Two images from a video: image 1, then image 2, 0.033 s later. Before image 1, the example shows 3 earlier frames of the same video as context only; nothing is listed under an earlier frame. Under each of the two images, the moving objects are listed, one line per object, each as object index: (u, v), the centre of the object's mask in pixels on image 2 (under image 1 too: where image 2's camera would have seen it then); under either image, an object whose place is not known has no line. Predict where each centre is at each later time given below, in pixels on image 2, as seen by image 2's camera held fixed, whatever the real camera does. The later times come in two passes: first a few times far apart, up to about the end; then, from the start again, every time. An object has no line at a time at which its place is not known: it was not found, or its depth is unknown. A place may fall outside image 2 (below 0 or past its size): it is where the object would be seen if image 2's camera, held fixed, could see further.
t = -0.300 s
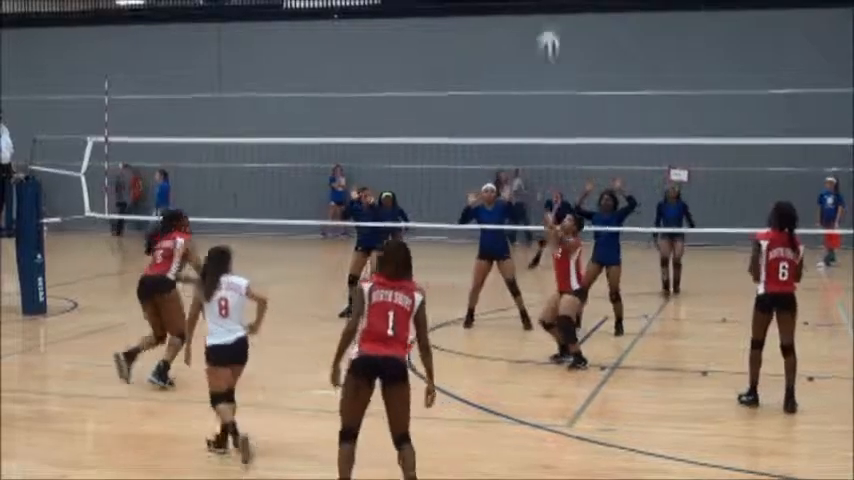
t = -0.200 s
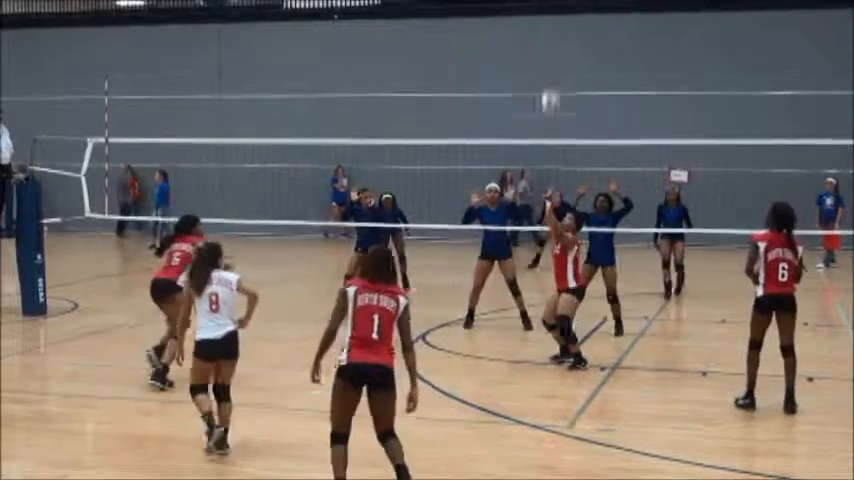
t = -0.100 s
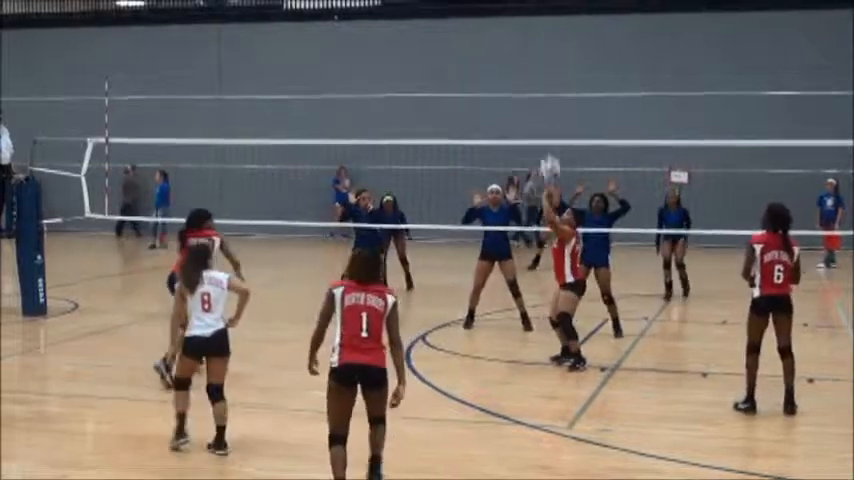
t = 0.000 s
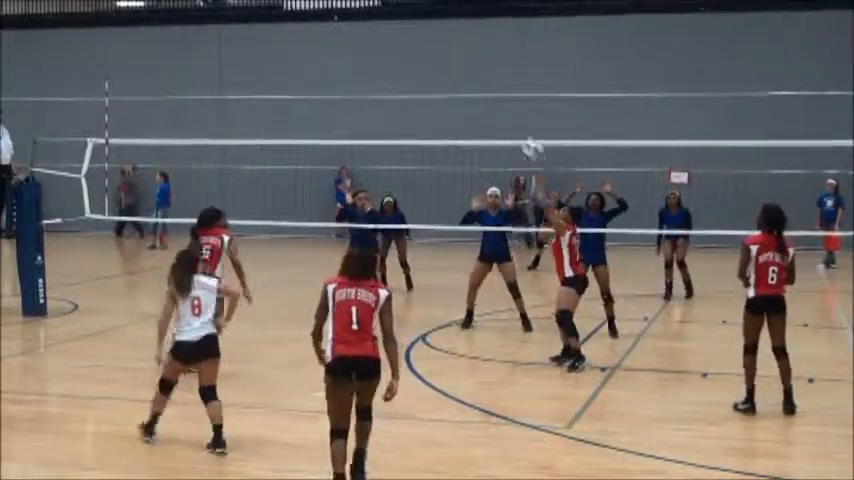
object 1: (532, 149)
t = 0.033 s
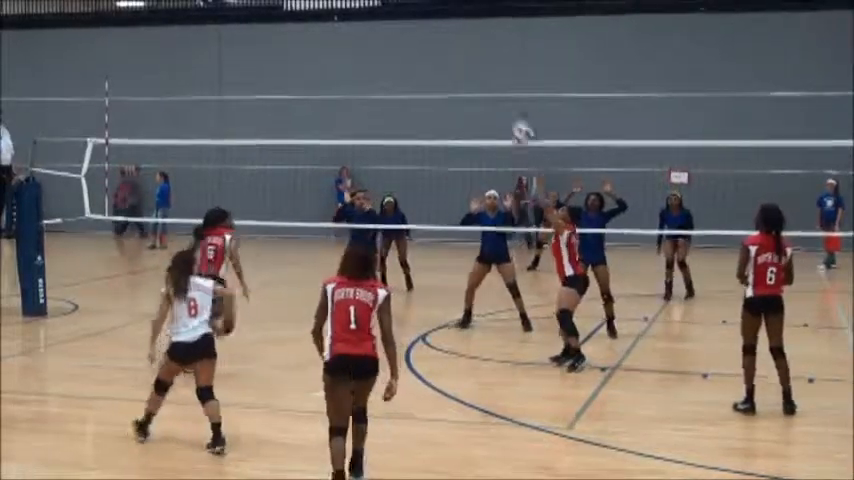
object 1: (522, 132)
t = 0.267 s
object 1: (458, 51)
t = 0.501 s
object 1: (400, 26)
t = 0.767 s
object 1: (337, 57)
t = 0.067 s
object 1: (510, 115)
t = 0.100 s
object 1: (503, 100)
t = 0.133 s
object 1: (494, 88)
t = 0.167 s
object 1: (484, 77)
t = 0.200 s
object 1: (476, 67)
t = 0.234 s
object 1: (466, 58)
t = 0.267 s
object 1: (458, 51)
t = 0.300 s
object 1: (450, 44)
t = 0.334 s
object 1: (443, 37)
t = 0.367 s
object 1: (435, 33)
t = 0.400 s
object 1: (424, 30)
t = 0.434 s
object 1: (416, 28)
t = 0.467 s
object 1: (407, 26)
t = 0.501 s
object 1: (400, 26)
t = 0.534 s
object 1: (392, 26)
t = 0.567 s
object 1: (384, 27)
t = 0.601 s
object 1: (374, 32)
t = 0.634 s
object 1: (368, 34)
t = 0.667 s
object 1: (360, 39)
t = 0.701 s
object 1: (351, 43)
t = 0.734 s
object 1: (344, 49)
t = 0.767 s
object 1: (337, 57)
